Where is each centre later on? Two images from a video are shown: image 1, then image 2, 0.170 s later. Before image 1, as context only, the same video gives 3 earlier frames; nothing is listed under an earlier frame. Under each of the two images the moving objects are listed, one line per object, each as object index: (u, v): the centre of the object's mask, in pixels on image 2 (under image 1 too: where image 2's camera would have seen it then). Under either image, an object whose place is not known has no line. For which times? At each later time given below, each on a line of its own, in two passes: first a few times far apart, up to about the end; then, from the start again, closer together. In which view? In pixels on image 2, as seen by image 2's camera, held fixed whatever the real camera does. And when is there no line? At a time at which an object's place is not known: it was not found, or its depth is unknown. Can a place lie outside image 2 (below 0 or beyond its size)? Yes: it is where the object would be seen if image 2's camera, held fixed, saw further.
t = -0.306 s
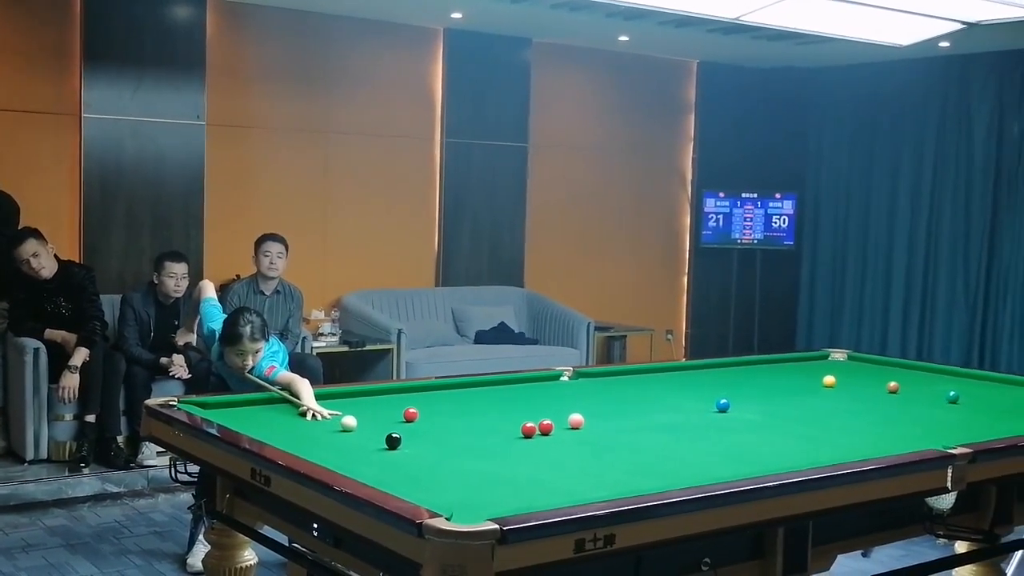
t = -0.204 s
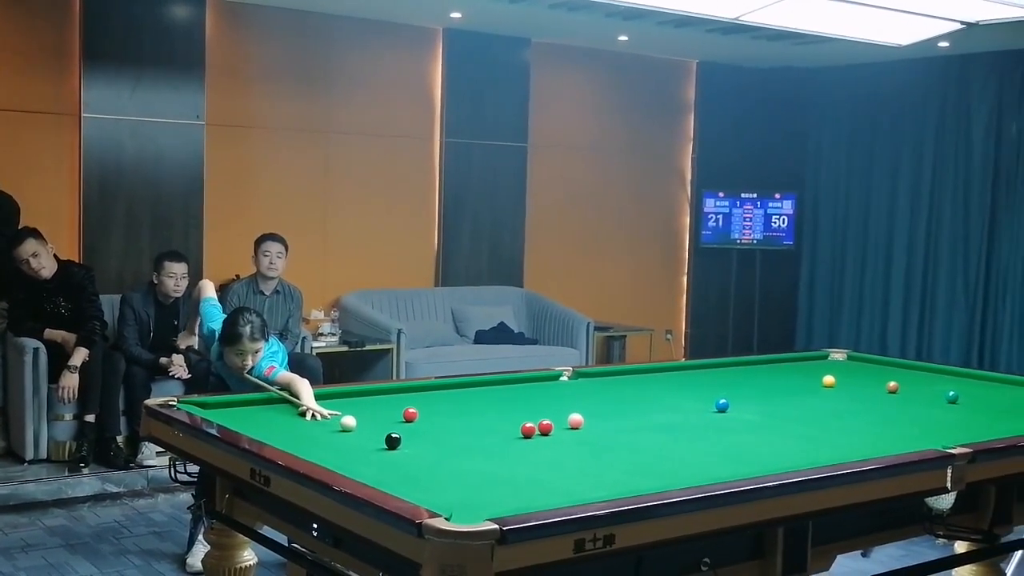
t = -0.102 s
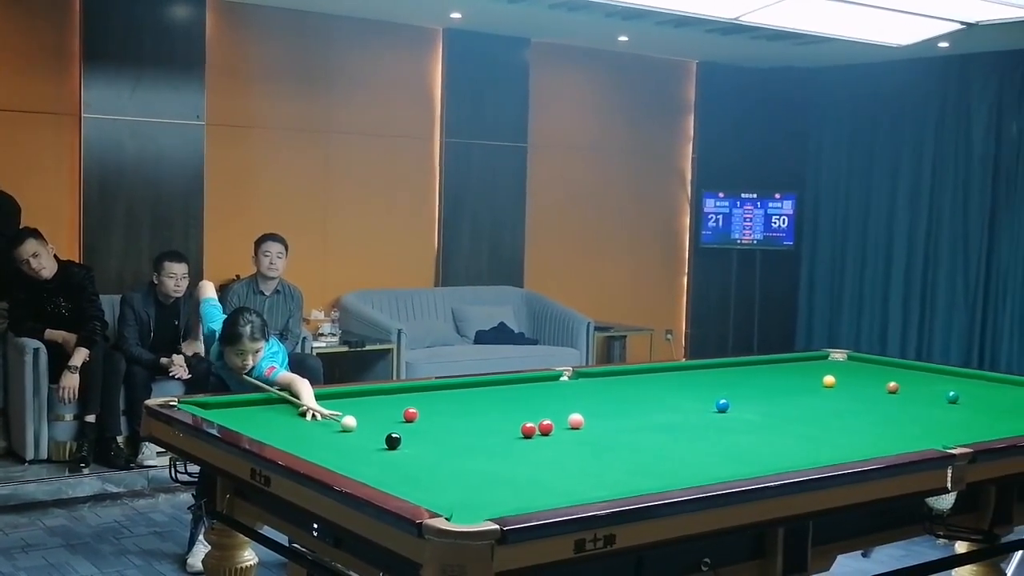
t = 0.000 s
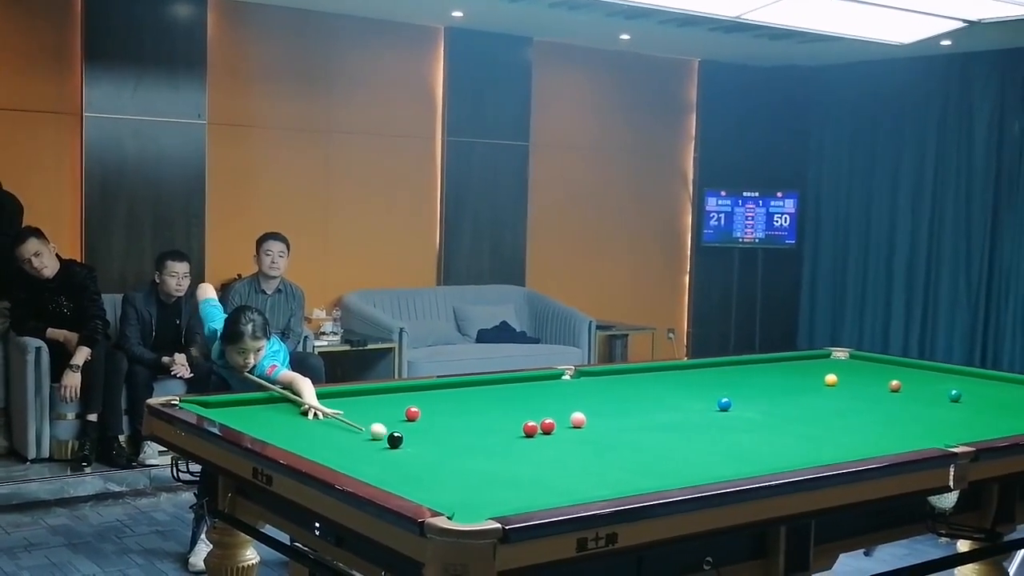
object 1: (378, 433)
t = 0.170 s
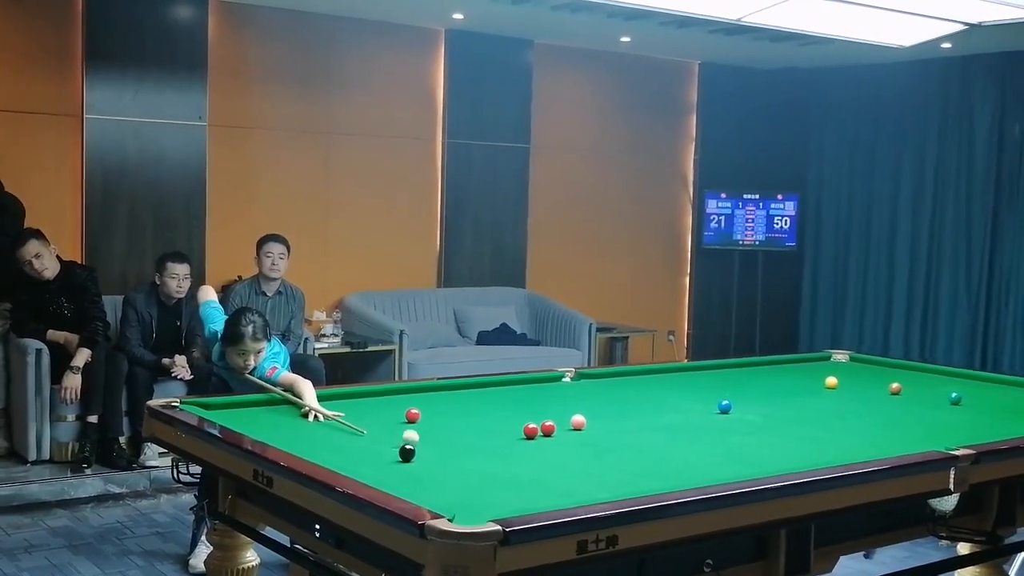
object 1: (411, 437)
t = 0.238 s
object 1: (419, 438)
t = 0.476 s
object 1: (450, 438)
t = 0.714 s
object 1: (478, 438)
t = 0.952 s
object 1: (504, 438)
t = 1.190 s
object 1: (527, 438)
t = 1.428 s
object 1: (549, 438)
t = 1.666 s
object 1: (569, 438)
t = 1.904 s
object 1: (587, 438)
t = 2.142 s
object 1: (603, 439)
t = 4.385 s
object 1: (665, 439)
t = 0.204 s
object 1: (415, 438)
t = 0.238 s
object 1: (419, 438)
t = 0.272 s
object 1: (424, 438)
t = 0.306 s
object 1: (428, 438)
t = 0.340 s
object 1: (432, 438)
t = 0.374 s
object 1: (437, 438)
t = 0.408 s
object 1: (441, 438)
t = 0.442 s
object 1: (445, 438)
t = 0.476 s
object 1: (450, 438)
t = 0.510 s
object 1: (454, 438)
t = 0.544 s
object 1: (458, 438)
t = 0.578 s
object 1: (462, 438)
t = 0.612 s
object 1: (466, 438)
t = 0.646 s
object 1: (470, 438)
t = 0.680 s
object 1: (474, 438)
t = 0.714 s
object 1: (478, 438)
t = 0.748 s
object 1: (481, 438)
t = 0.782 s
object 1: (485, 438)
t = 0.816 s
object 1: (489, 438)
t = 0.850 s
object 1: (493, 438)
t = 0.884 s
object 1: (496, 438)
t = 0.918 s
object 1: (500, 438)
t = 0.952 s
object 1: (504, 438)
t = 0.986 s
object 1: (507, 438)
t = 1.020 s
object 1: (510, 438)
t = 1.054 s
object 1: (514, 438)
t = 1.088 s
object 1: (517, 438)
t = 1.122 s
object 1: (520, 438)
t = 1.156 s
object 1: (523, 438)
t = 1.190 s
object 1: (527, 438)
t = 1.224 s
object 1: (531, 438)
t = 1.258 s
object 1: (534, 438)
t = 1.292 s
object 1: (537, 438)
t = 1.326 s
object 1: (540, 438)
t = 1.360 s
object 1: (543, 438)
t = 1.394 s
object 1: (546, 438)
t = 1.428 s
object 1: (549, 438)
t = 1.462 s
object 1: (552, 438)
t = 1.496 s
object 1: (555, 438)
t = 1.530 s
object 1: (558, 438)
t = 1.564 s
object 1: (561, 438)
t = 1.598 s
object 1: (564, 438)
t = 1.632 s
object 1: (566, 438)
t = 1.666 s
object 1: (569, 438)
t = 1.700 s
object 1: (572, 438)
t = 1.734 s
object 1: (575, 438)
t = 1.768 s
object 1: (577, 438)
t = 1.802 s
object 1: (579, 438)
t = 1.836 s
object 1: (582, 438)
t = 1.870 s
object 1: (584, 438)
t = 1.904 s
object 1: (587, 438)
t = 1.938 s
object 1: (589, 438)
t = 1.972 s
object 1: (592, 438)
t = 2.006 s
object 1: (594, 438)
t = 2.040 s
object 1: (597, 438)
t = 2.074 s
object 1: (599, 438)
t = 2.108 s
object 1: (601, 438)
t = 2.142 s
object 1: (603, 439)
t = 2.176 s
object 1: (605, 438)
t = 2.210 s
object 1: (607, 439)
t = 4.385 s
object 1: (665, 439)
